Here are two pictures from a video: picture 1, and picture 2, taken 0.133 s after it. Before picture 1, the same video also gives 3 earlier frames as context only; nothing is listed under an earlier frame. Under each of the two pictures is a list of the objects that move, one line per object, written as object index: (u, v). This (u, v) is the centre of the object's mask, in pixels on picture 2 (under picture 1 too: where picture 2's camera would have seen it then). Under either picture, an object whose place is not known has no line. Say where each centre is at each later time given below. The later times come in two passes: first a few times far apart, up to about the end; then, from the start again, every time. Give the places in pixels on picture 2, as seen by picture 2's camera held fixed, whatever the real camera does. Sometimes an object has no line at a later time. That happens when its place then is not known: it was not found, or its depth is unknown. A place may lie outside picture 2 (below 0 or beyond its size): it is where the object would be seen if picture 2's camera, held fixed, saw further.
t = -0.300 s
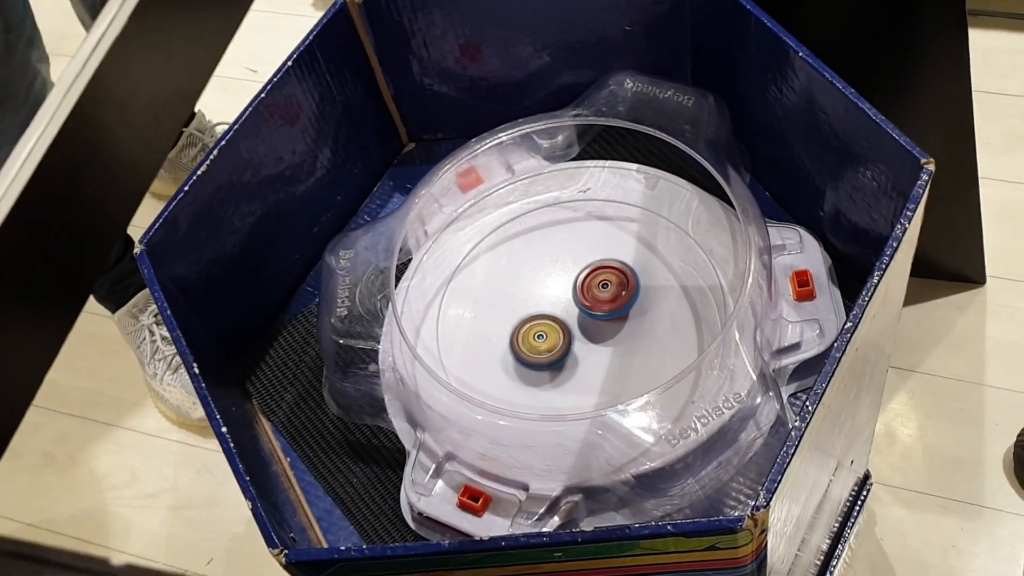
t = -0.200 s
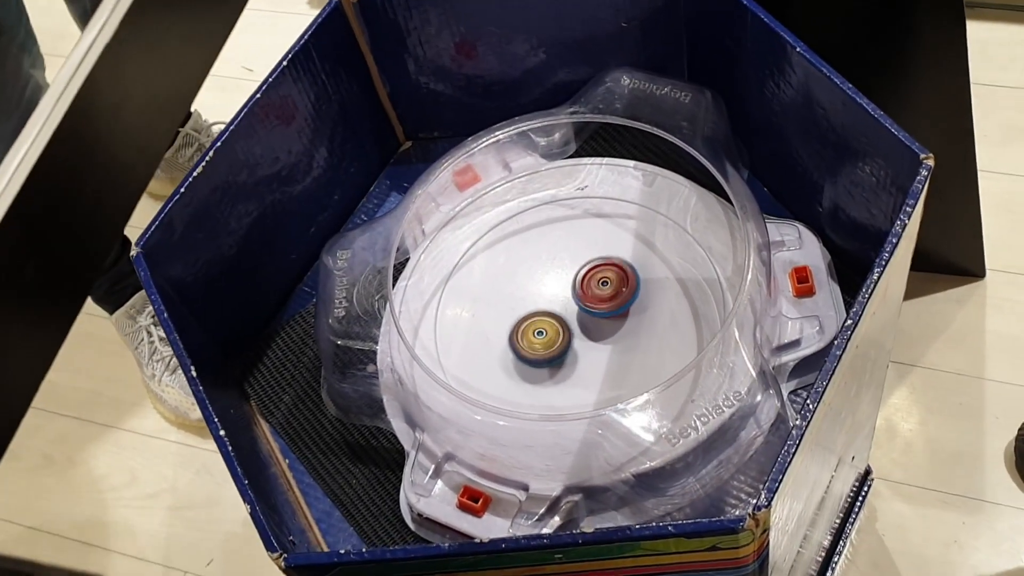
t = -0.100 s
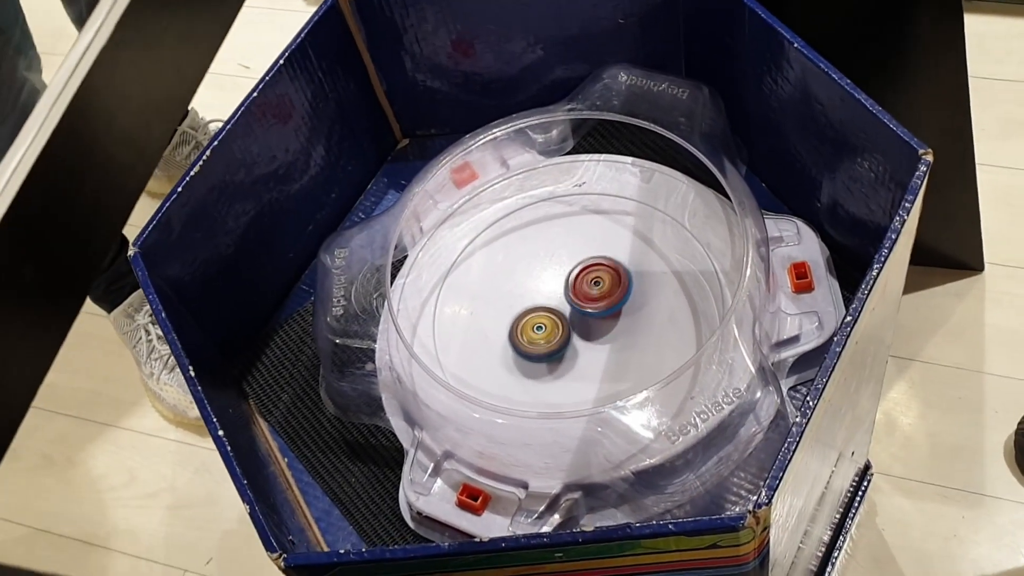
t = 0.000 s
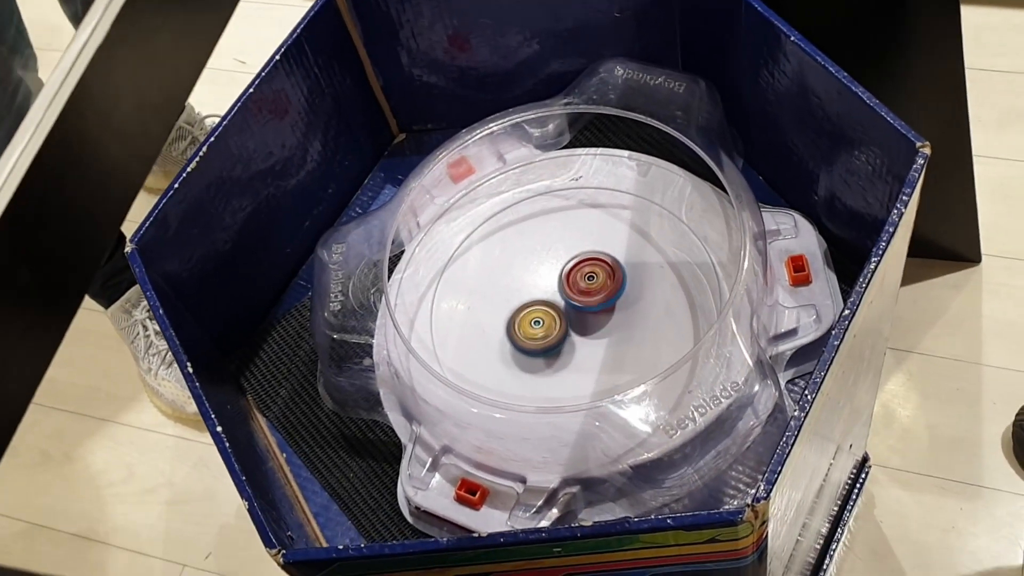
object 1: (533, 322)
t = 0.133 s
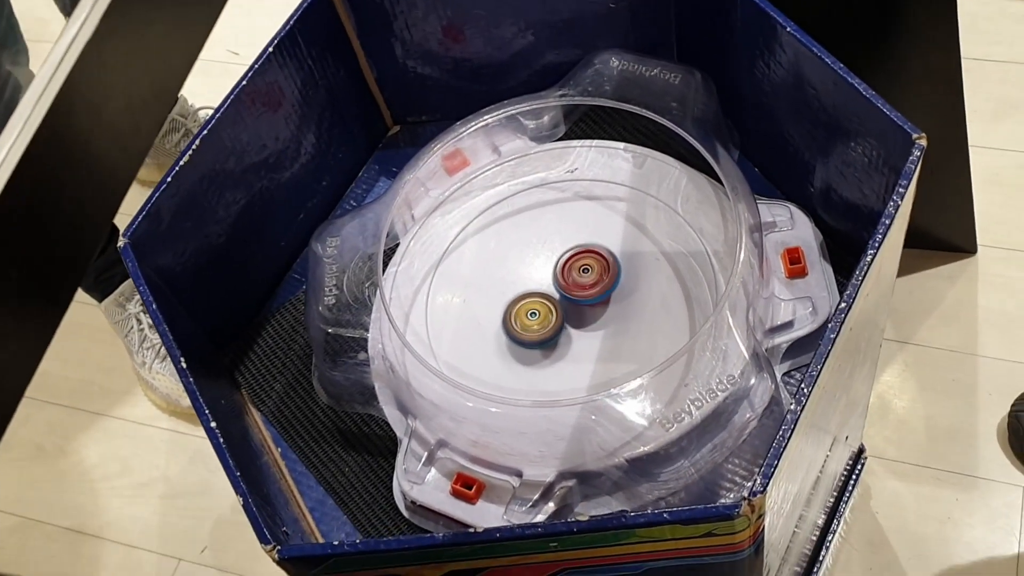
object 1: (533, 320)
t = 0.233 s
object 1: (528, 320)
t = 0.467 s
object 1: (517, 324)
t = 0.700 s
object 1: (516, 325)
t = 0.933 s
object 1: (523, 323)
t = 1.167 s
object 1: (525, 323)
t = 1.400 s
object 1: (532, 320)
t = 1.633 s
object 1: (528, 319)
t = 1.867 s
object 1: (536, 315)
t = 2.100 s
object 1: (487, 326)
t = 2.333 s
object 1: (500, 321)
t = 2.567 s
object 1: (508, 312)
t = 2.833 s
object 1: (514, 304)
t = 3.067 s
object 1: (520, 294)
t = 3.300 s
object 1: (524, 286)
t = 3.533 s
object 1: (523, 282)
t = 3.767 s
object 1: (508, 279)
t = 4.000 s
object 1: (526, 287)
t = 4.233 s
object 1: (529, 288)
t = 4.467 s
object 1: (504, 273)
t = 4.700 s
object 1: (505, 268)
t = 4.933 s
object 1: (532, 277)
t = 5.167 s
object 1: (517, 265)
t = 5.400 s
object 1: (538, 270)
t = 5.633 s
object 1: (546, 269)
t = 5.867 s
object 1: (551, 266)
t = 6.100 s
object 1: (544, 276)
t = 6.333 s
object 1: (529, 281)
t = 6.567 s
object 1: (539, 287)
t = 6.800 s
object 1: (535, 283)
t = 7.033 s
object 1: (538, 283)
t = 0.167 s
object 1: (531, 321)
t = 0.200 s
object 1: (528, 321)
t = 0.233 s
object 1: (528, 320)
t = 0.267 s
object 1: (528, 319)
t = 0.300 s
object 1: (528, 319)
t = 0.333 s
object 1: (528, 318)
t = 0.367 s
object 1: (529, 318)
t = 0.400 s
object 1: (530, 317)
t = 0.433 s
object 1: (523, 322)
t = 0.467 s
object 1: (517, 324)
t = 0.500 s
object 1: (513, 326)
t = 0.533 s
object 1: (511, 325)
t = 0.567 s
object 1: (512, 325)
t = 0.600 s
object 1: (513, 325)
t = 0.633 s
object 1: (513, 325)
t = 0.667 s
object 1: (514, 325)
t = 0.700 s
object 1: (516, 325)
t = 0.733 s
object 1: (517, 324)
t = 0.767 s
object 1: (519, 324)
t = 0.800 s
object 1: (521, 323)
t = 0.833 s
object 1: (524, 322)
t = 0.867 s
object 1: (527, 321)
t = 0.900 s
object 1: (529, 320)
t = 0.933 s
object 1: (523, 323)
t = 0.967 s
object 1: (521, 324)
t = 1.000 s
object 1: (521, 324)
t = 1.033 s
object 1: (522, 323)
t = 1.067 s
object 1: (524, 322)
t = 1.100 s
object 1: (525, 322)
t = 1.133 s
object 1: (527, 321)
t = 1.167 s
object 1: (525, 323)
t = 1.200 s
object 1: (524, 323)
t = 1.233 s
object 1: (526, 322)
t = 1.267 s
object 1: (527, 322)
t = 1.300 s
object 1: (528, 321)
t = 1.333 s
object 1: (530, 321)
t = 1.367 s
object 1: (531, 320)
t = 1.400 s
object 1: (532, 320)
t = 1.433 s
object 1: (532, 319)
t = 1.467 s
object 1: (529, 320)
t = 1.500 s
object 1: (526, 321)
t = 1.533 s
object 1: (525, 322)
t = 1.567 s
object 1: (526, 321)
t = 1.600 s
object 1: (527, 320)
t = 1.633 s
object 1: (528, 319)
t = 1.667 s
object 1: (529, 319)
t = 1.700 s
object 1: (530, 318)
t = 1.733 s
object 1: (531, 318)
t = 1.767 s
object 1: (532, 318)
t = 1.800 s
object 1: (533, 316)
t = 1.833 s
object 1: (535, 316)
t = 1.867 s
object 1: (536, 315)
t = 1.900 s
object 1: (523, 320)
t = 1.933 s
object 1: (508, 325)
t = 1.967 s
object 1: (498, 328)
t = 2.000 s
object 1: (491, 327)
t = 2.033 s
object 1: (488, 327)
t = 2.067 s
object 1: (486, 325)
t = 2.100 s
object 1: (487, 326)
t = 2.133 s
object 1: (487, 325)
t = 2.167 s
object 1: (490, 325)
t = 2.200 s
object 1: (490, 324)
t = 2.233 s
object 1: (493, 324)
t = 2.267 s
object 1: (494, 323)
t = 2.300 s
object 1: (497, 322)
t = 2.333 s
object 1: (500, 321)
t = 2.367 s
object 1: (505, 320)
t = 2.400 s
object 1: (510, 318)
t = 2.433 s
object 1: (515, 316)
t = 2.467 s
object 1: (509, 316)
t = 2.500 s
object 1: (507, 314)
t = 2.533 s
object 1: (506, 314)
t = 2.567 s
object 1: (508, 312)
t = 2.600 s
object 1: (509, 311)
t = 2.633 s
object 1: (511, 310)
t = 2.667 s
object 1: (510, 309)
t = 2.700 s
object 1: (511, 308)
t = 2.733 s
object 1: (512, 307)
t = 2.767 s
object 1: (513, 307)
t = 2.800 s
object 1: (514, 305)
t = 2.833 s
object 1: (514, 304)
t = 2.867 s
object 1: (515, 303)
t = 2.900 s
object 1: (516, 302)
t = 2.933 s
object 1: (517, 301)
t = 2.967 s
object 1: (518, 299)
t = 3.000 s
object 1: (518, 298)
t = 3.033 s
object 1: (519, 296)
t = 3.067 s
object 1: (520, 294)
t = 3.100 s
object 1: (521, 292)
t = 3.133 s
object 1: (522, 291)
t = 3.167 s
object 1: (522, 290)
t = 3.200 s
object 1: (523, 288)
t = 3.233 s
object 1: (524, 287)
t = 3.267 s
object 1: (524, 286)
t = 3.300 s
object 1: (524, 286)
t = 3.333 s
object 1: (524, 285)
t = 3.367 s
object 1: (524, 284)
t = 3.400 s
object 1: (524, 283)
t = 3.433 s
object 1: (524, 282)
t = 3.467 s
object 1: (523, 282)
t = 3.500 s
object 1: (522, 282)
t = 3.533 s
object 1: (523, 282)
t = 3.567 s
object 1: (522, 281)
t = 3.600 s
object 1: (514, 280)
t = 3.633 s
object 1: (509, 278)
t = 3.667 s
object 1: (507, 279)
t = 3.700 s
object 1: (507, 278)
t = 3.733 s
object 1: (507, 278)
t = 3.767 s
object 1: (508, 279)
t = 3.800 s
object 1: (508, 279)
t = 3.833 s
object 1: (509, 281)
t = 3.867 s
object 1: (511, 281)
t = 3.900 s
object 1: (514, 283)
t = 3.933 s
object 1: (517, 284)
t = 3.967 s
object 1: (521, 285)
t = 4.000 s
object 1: (526, 287)
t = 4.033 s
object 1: (532, 289)
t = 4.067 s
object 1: (527, 289)
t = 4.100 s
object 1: (525, 288)
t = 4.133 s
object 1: (525, 289)
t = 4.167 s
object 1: (527, 289)
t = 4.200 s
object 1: (529, 288)
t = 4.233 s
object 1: (529, 288)
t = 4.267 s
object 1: (529, 286)
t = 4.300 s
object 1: (528, 286)
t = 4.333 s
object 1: (529, 286)
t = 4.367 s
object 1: (528, 286)
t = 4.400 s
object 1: (516, 283)
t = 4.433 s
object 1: (510, 277)
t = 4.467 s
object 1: (504, 273)
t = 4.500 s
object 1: (502, 271)
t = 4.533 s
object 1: (500, 269)
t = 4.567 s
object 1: (499, 269)
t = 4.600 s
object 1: (501, 269)
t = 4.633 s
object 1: (502, 268)
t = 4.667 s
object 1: (503, 268)
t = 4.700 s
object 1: (505, 268)
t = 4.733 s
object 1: (506, 268)
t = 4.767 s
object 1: (508, 269)
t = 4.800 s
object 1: (511, 269)
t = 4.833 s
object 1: (514, 271)
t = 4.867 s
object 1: (520, 273)
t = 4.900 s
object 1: (526, 275)
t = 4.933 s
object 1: (532, 277)
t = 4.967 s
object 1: (524, 275)
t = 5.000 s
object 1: (519, 271)
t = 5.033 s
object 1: (515, 270)
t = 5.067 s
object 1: (515, 269)
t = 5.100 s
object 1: (516, 267)
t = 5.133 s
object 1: (517, 265)
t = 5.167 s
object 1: (517, 265)
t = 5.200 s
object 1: (519, 265)
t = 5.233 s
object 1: (521, 264)
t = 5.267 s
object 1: (523, 265)
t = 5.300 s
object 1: (526, 266)
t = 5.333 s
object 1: (530, 267)
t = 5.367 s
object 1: (533, 268)
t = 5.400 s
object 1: (538, 270)
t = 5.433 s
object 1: (542, 270)
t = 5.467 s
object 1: (547, 271)
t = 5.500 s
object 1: (548, 270)
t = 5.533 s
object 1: (550, 270)
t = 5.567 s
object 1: (552, 270)
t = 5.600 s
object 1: (549, 268)
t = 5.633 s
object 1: (546, 269)
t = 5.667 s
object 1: (547, 269)
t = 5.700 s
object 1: (547, 267)
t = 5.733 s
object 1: (546, 265)
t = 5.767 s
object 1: (547, 265)
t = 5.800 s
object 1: (548, 266)
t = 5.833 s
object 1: (550, 266)
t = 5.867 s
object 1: (551, 266)
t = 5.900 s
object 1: (551, 267)
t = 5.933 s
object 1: (549, 269)
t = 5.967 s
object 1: (548, 272)
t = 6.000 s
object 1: (546, 273)
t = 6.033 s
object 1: (545, 275)
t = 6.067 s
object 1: (545, 275)
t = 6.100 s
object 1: (544, 276)
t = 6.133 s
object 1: (543, 276)
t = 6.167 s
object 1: (542, 277)
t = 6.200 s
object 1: (541, 278)
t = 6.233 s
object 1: (535, 277)
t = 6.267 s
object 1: (532, 277)
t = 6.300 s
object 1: (530, 279)
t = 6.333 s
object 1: (529, 281)
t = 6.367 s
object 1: (530, 283)
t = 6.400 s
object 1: (532, 283)
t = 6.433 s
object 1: (534, 283)
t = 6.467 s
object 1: (535, 282)
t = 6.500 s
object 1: (535, 284)
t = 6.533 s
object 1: (536, 285)
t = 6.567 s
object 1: (539, 287)
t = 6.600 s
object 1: (541, 286)
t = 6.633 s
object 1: (544, 285)
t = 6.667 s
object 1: (543, 283)
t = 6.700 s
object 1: (541, 284)
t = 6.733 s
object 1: (539, 284)
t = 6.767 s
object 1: (536, 284)
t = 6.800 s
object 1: (535, 283)
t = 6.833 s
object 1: (534, 281)
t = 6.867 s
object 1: (535, 280)
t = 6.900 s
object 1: (535, 280)
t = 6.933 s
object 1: (536, 279)
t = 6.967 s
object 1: (538, 280)
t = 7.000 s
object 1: (538, 281)
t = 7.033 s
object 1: (538, 283)
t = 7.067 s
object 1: (538, 284)
